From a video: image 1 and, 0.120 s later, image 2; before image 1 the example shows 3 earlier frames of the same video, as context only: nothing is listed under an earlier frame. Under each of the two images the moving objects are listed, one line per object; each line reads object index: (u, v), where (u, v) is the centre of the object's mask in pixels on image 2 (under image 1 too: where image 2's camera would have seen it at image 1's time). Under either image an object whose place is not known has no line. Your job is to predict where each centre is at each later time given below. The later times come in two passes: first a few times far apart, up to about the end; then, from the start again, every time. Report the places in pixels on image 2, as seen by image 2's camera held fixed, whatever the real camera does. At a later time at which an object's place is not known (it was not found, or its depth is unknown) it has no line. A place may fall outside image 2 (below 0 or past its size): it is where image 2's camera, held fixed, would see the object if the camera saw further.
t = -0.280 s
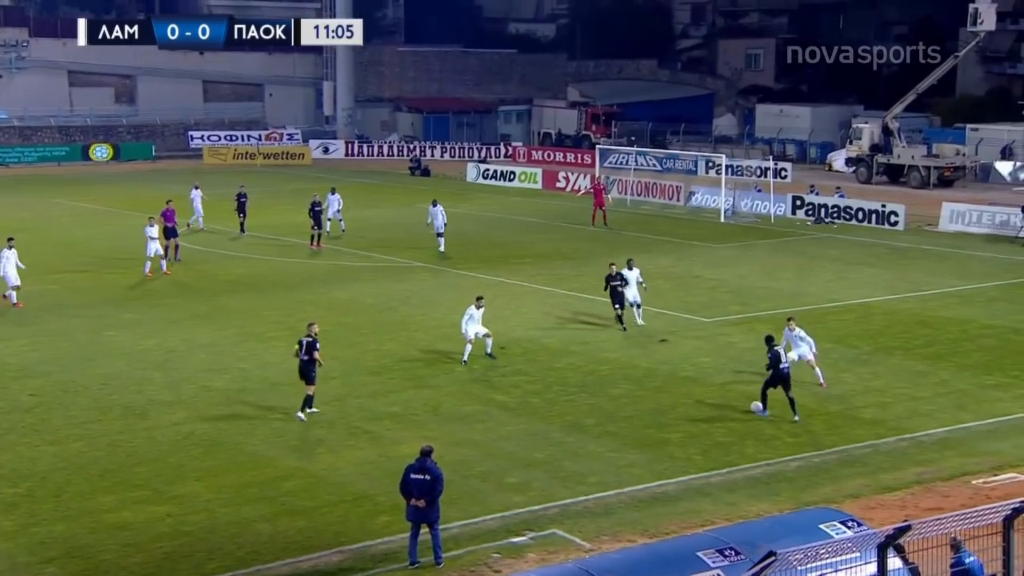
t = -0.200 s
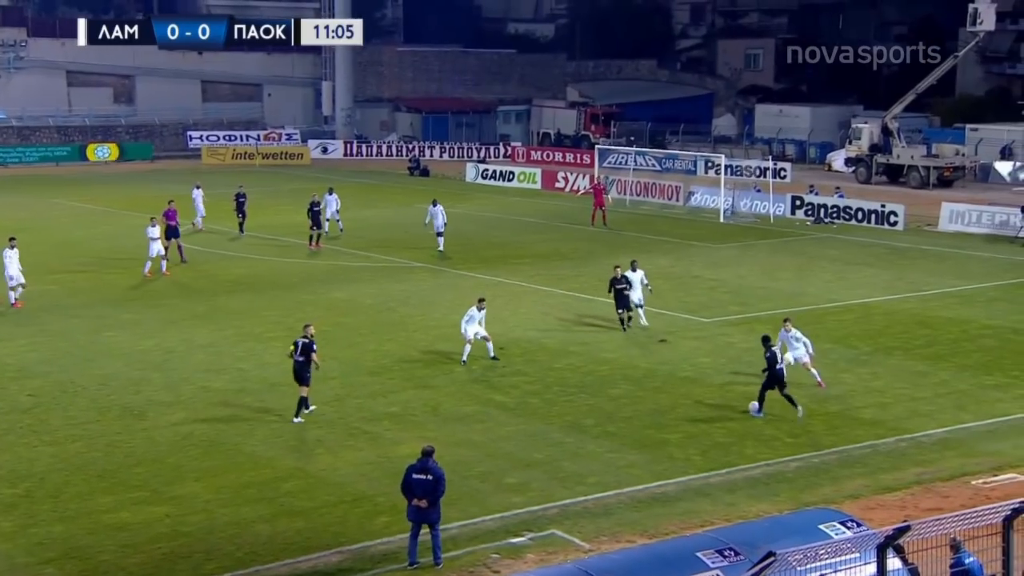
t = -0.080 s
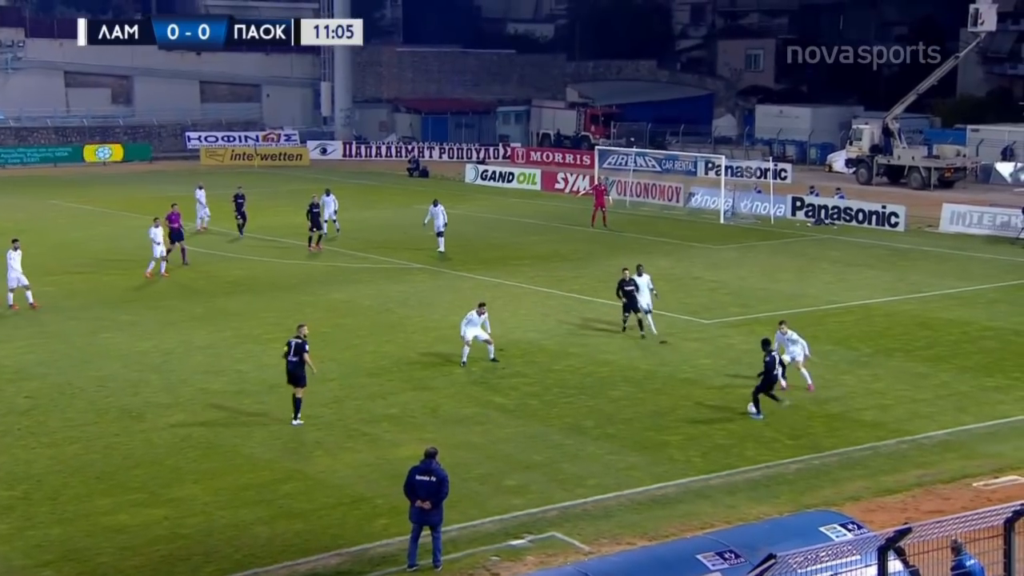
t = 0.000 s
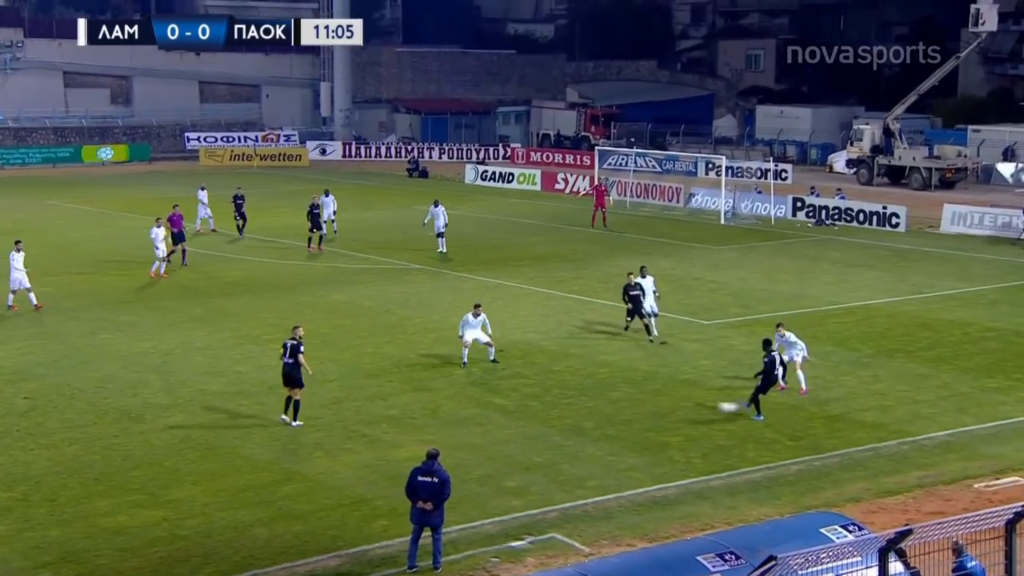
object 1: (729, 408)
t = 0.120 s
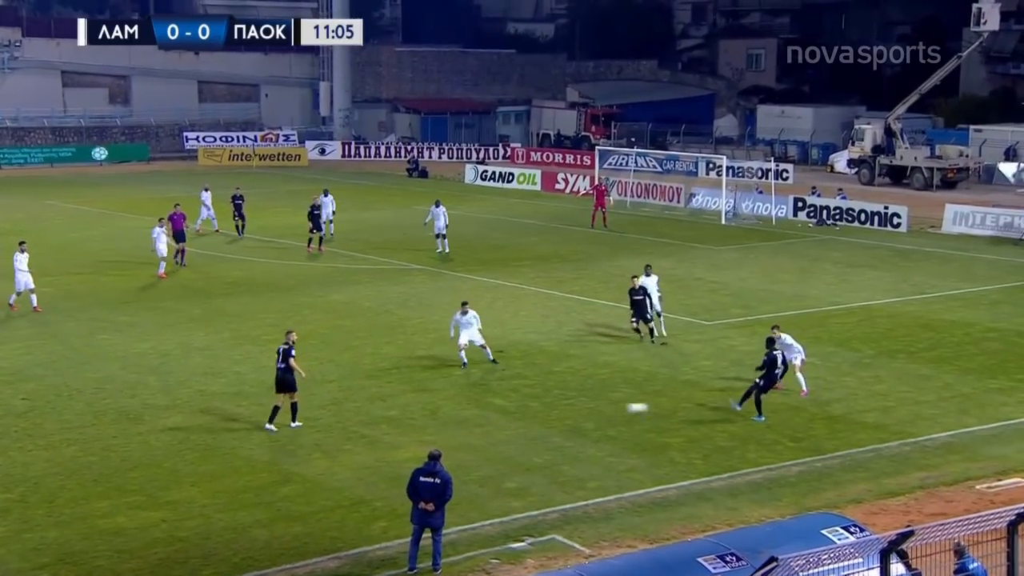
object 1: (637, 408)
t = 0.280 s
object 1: (523, 413)
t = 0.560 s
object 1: (351, 420)
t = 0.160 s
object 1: (606, 410)
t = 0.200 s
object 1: (577, 413)
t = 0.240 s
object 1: (550, 414)
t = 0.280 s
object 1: (523, 413)
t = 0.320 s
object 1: (496, 413)
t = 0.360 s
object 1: (470, 415)
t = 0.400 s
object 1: (445, 418)
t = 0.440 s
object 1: (420, 420)
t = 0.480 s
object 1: (397, 419)
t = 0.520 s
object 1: (374, 419)
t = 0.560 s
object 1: (351, 420)
